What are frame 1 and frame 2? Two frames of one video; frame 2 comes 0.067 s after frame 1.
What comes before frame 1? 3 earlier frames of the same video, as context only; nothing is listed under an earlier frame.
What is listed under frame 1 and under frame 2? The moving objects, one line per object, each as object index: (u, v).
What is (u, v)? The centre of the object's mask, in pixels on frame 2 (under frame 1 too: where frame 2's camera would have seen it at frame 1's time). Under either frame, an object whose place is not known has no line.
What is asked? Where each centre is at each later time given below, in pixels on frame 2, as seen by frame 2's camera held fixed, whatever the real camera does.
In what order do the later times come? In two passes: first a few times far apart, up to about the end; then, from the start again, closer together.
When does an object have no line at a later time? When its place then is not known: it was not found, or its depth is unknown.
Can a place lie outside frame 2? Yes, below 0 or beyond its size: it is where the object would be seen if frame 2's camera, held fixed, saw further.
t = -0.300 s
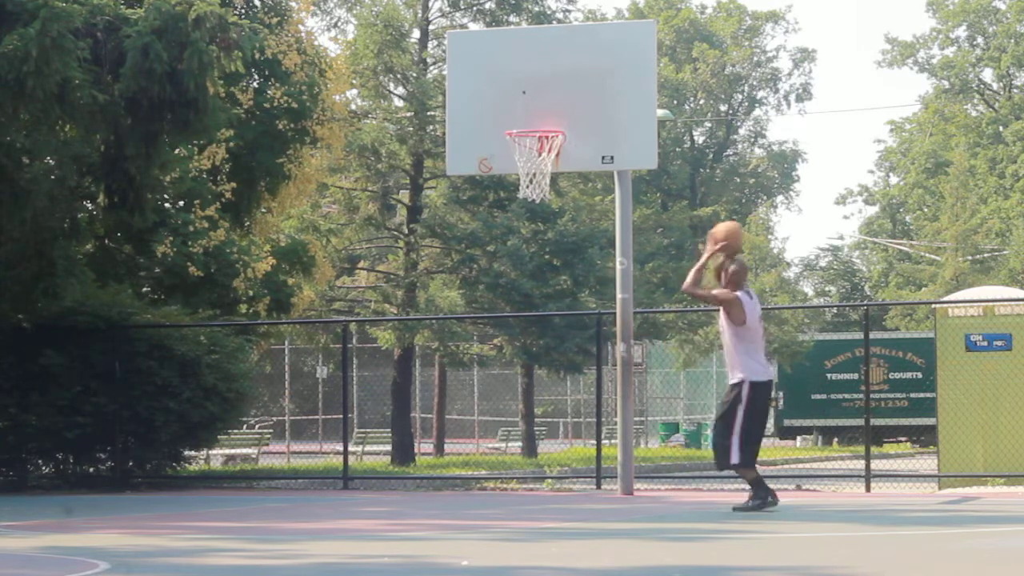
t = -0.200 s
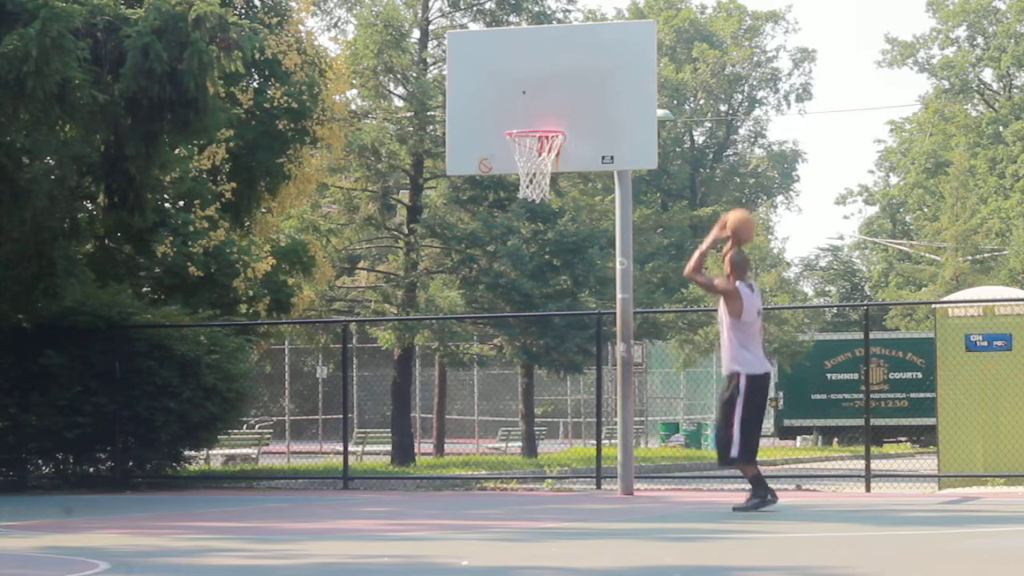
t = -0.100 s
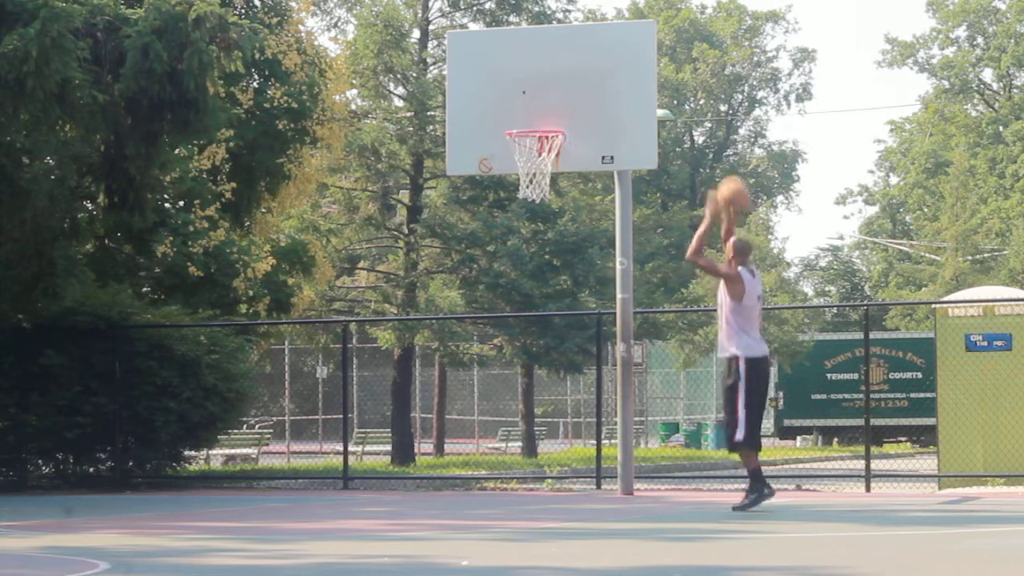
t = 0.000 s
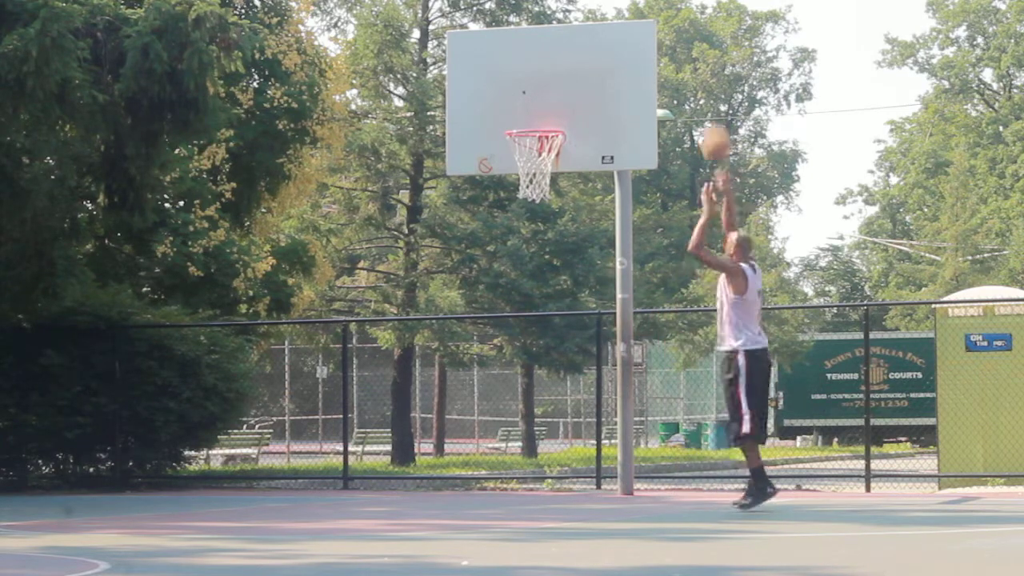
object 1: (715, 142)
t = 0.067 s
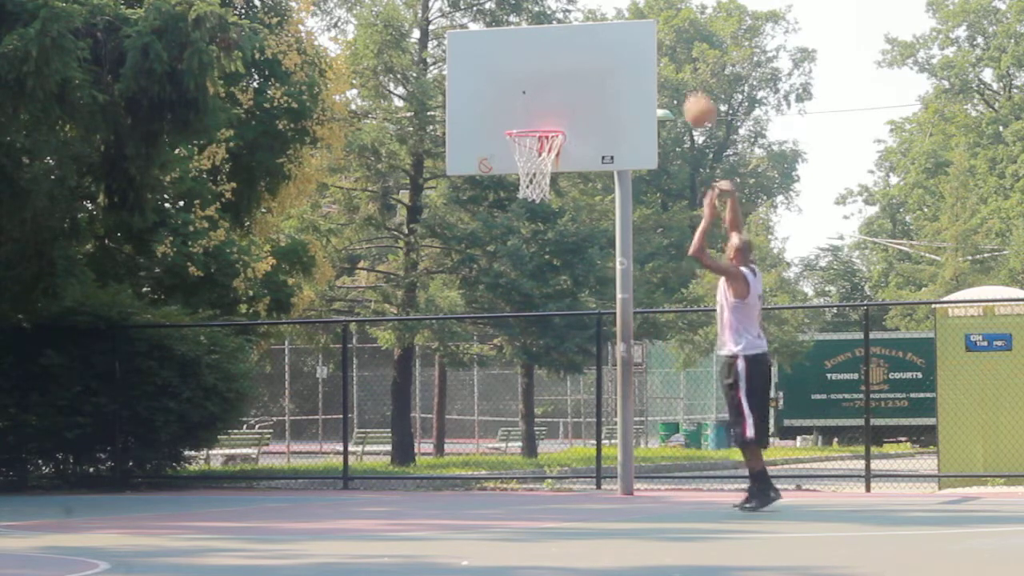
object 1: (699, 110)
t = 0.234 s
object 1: (664, 59)
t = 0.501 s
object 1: (609, 46)
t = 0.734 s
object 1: (561, 92)
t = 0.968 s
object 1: (517, 162)
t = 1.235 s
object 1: (504, 228)
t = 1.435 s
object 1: (498, 331)
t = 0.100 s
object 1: (692, 97)
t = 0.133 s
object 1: (684, 85)
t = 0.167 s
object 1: (677, 74)
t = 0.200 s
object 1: (670, 65)
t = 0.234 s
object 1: (664, 59)
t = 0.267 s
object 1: (655, 52)
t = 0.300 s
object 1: (650, 47)
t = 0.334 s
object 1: (642, 44)
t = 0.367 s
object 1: (636, 41)
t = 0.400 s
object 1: (629, 40)
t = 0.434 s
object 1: (622, 41)
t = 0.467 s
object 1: (615, 43)
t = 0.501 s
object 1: (609, 46)
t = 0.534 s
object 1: (603, 50)
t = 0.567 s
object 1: (597, 56)
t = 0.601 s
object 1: (590, 63)
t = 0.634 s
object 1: (584, 70)
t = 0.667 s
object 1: (577, 76)
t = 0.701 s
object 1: (569, 84)
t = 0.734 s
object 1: (561, 92)
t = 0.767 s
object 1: (554, 102)
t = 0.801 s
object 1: (547, 113)
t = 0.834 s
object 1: (539, 121)
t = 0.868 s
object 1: (532, 133)
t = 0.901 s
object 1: (527, 143)
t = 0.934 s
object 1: (522, 152)
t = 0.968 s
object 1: (517, 162)
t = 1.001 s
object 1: (512, 169)
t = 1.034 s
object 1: (511, 171)
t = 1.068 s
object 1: (508, 186)
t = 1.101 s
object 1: (508, 191)
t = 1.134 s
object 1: (507, 195)
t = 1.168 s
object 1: (507, 203)
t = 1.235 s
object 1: (504, 228)
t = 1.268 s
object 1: (503, 242)
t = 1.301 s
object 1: (502, 257)
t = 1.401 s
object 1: (499, 312)
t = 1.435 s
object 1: (498, 331)
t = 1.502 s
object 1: (496, 377)
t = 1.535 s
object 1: (497, 399)
